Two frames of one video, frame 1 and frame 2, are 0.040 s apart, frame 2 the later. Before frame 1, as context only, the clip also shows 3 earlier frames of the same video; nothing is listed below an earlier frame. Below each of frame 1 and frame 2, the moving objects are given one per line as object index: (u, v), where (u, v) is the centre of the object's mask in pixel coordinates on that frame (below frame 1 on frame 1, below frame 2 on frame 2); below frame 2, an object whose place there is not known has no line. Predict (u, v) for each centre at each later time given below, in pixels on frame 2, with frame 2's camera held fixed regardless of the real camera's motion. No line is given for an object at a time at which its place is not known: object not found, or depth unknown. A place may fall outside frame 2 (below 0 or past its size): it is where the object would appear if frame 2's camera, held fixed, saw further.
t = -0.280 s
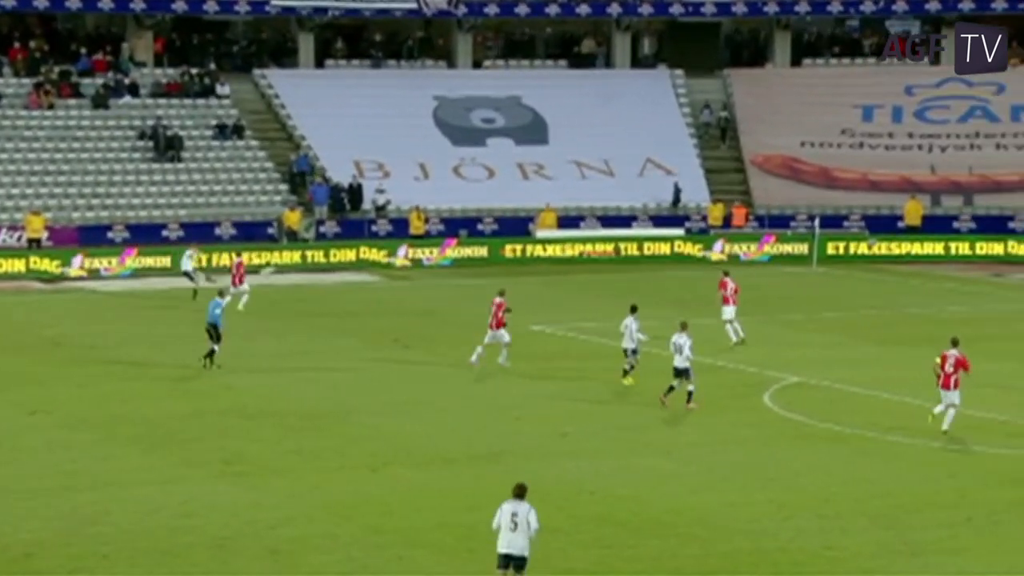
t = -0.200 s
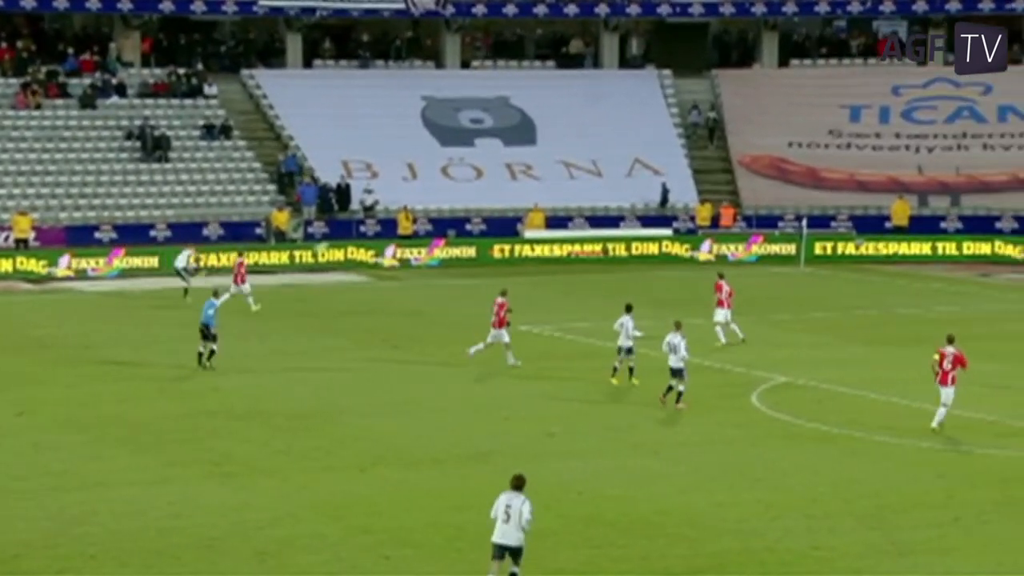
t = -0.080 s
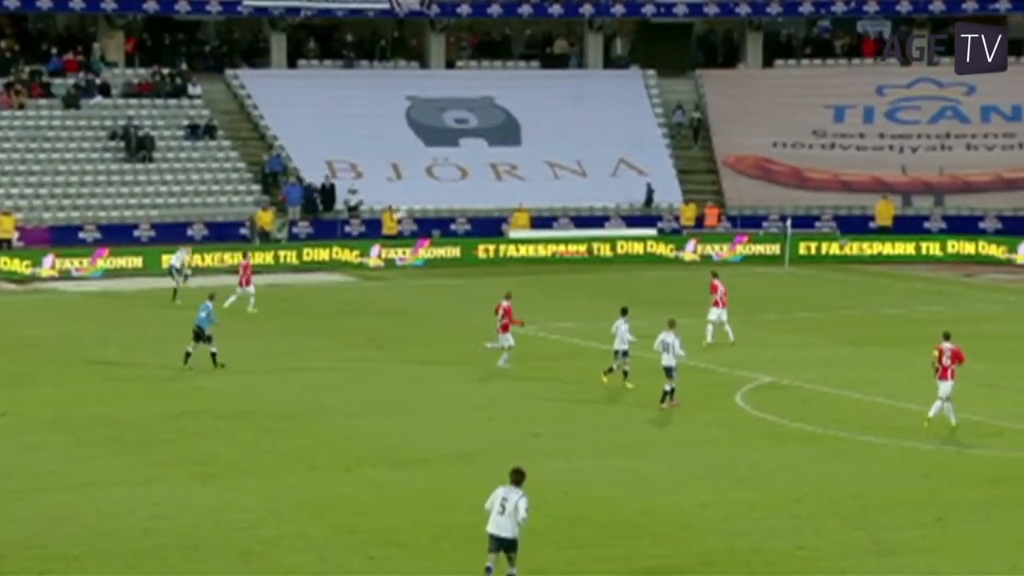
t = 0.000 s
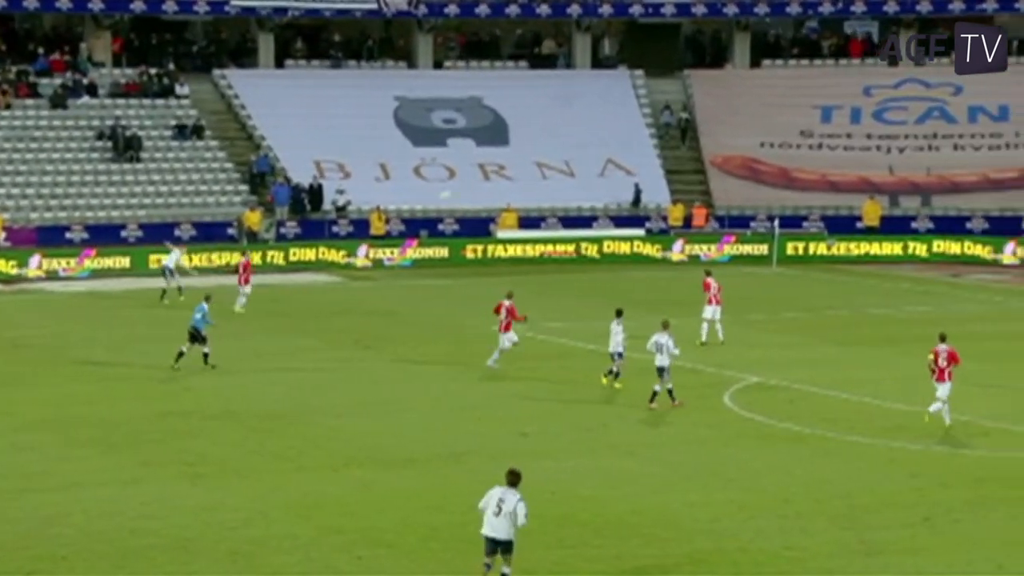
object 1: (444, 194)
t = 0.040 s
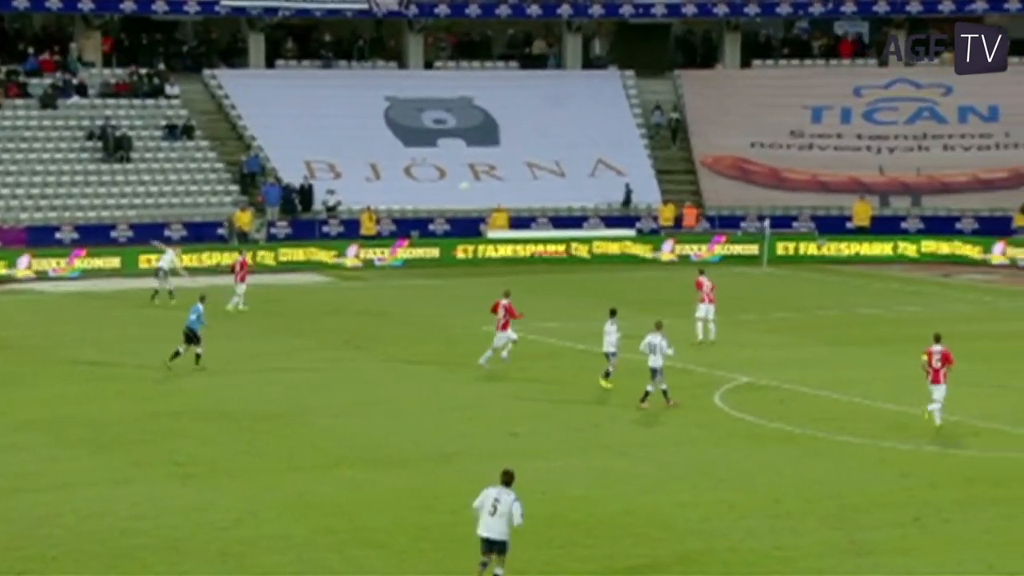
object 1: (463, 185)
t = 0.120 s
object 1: (519, 169)
